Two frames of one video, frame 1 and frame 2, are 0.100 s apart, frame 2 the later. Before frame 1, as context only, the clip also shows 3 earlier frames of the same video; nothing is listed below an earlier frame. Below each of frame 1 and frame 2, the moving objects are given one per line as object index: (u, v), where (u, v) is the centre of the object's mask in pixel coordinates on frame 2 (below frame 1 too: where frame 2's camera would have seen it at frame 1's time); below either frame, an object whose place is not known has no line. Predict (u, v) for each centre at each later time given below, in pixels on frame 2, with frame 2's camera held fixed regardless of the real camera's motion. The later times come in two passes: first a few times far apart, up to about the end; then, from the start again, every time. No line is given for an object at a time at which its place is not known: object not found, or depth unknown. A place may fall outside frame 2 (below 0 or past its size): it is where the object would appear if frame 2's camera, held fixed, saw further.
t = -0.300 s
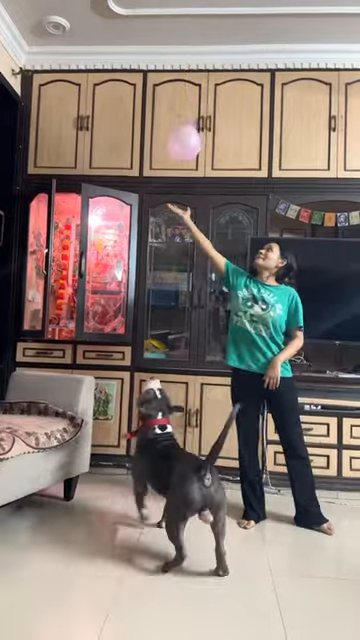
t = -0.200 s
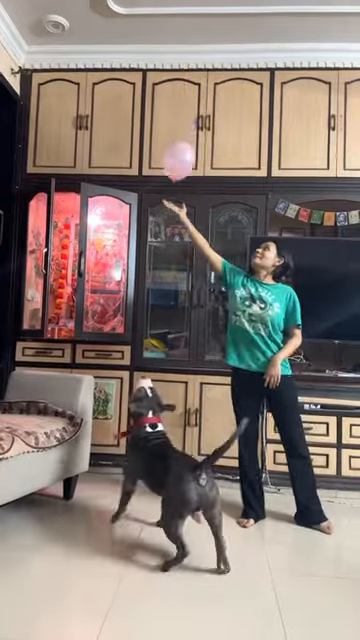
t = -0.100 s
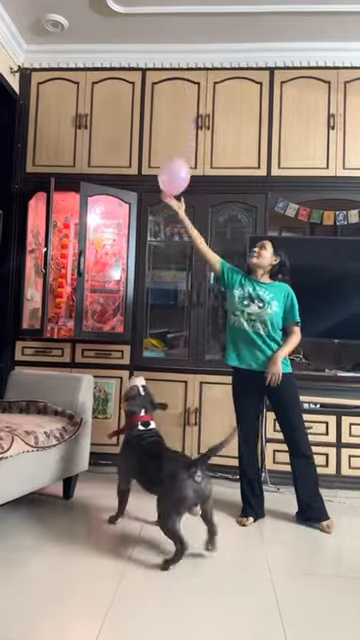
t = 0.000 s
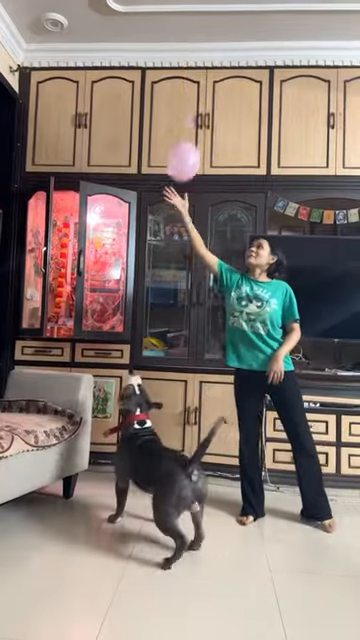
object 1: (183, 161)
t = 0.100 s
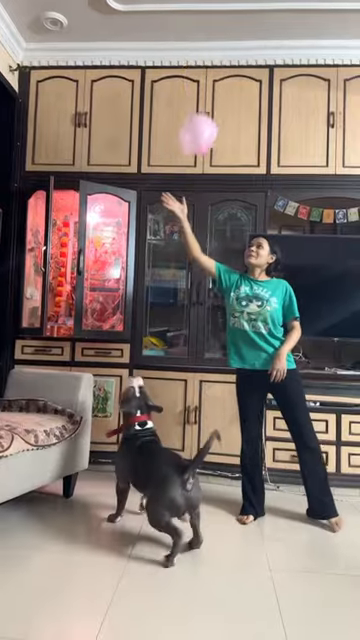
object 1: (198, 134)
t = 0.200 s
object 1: (211, 111)
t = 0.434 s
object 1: (232, 79)
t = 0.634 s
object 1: (240, 67)
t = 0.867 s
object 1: (245, 60)
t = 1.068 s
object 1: (248, 66)
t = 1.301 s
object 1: (252, 89)
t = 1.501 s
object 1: (252, 128)
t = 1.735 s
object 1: (247, 189)
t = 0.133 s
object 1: (202, 126)
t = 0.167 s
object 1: (206, 118)
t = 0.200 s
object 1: (211, 111)
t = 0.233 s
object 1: (215, 105)
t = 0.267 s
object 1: (218, 98)
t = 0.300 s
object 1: (221, 94)
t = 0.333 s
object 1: (225, 89)
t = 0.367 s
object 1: (227, 85)
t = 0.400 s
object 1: (229, 82)
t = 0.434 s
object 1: (232, 79)
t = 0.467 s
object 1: (234, 76)
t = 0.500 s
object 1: (235, 73)
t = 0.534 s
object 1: (237, 70)
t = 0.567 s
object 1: (238, 68)
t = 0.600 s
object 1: (239, 67)
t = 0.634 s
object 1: (240, 67)
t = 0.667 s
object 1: (241, 64)
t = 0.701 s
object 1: (242, 63)
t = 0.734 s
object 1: (243, 62)
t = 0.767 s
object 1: (243, 61)
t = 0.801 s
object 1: (244, 61)
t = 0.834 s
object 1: (245, 61)
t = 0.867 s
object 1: (245, 60)
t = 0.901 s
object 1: (245, 60)
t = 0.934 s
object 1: (246, 61)
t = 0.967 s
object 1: (247, 61)
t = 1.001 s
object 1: (247, 63)
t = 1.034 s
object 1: (247, 64)
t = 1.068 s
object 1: (248, 66)
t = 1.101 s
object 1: (248, 68)
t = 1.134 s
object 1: (249, 70)
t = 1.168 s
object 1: (249, 72)
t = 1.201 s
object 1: (249, 75)
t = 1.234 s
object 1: (250, 77)
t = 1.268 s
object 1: (251, 86)
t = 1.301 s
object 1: (252, 89)
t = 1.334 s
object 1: (252, 95)
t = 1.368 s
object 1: (252, 101)
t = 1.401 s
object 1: (252, 107)
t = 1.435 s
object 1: (252, 114)
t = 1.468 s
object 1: (252, 121)
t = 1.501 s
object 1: (252, 128)
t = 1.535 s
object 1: (251, 136)
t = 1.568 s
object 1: (251, 145)
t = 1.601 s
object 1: (250, 153)
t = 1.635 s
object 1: (249, 161)
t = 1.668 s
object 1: (249, 170)
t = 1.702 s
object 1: (248, 179)
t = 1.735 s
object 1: (247, 189)
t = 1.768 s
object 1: (246, 197)
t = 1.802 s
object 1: (244, 206)
